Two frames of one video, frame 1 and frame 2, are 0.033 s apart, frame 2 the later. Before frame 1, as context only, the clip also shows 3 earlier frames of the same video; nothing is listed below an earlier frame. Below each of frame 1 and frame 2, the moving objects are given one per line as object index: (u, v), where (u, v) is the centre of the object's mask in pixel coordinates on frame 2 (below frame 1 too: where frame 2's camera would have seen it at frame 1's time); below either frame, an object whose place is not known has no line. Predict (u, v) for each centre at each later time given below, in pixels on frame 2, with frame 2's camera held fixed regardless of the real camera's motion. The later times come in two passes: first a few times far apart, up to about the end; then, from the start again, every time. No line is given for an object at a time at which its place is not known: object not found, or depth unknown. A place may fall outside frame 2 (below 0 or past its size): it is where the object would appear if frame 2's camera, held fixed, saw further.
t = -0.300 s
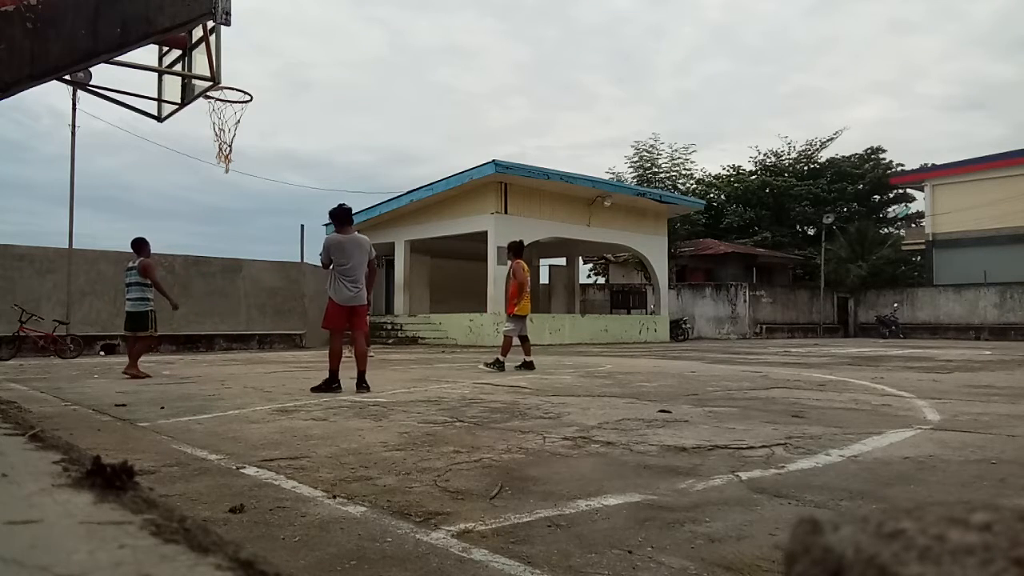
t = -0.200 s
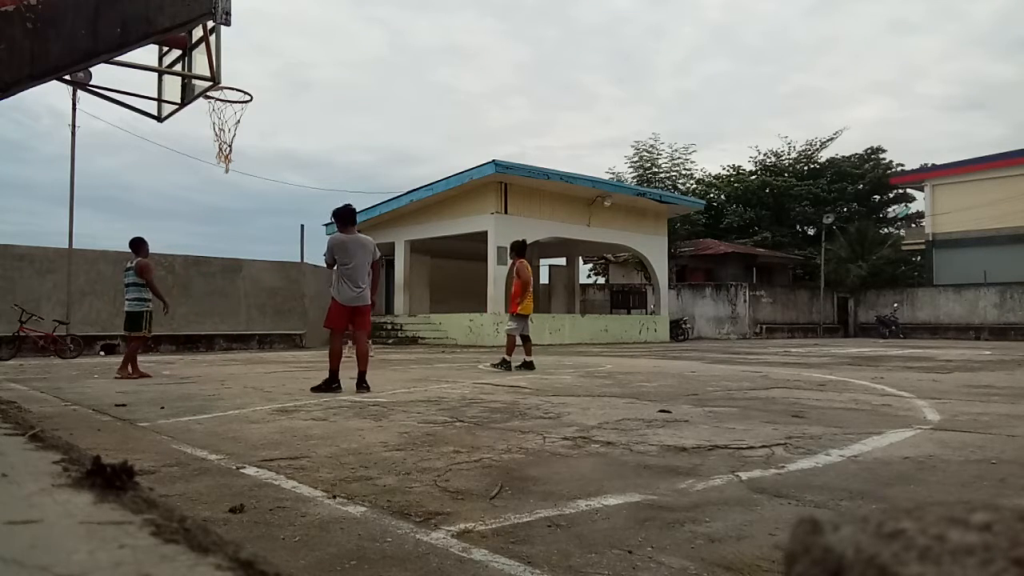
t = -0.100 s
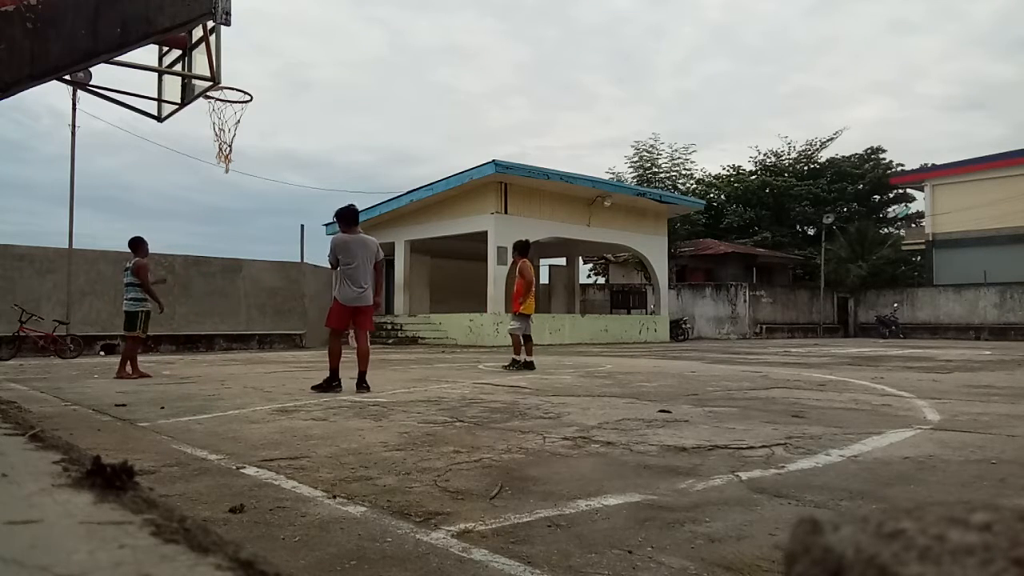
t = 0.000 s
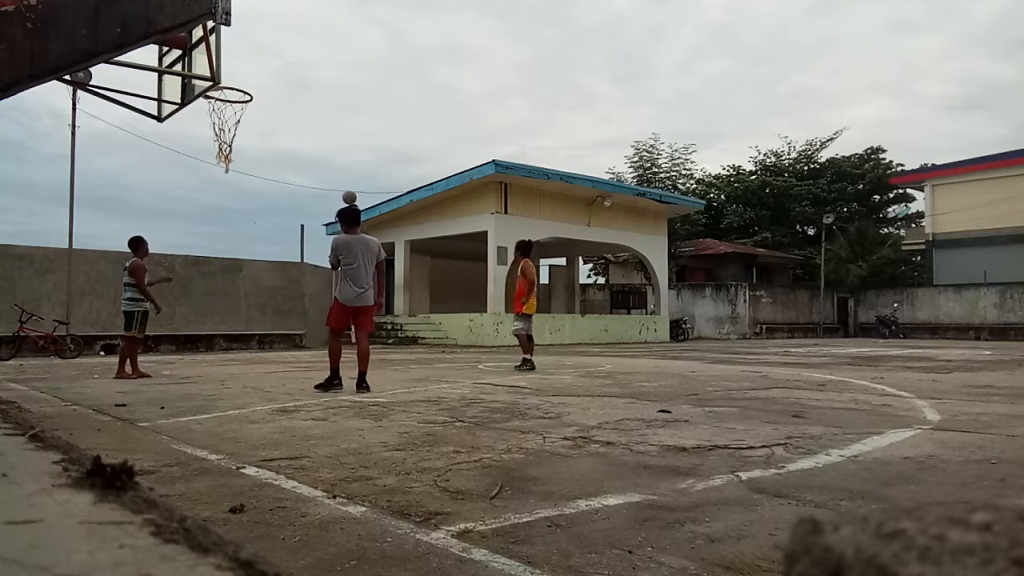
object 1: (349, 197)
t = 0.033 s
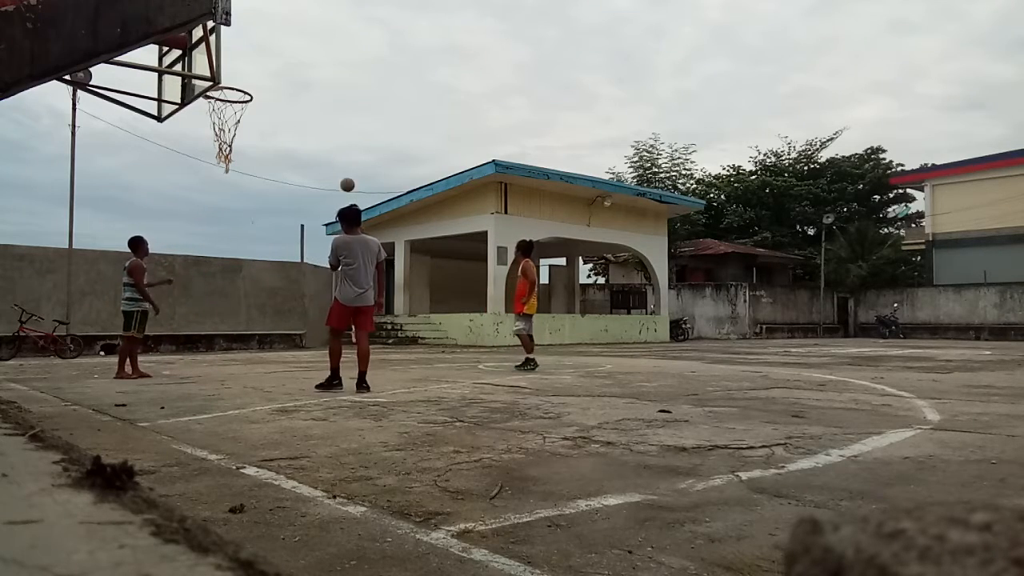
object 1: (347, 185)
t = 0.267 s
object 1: (331, 106)
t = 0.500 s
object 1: (313, 49)
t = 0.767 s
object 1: (287, 20)
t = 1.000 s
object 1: (260, 40)
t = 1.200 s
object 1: (228, 80)
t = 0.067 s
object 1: (345, 172)
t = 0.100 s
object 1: (343, 160)
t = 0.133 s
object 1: (341, 148)
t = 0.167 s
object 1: (338, 137)
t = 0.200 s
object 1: (336, 126)
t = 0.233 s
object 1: (334, 116)
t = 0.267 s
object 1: (331, 106)
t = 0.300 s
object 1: (329, 96)
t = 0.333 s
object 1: (326, 87)
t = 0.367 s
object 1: (324, 78)
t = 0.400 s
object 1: (321, 70)
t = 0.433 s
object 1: (318, 63)
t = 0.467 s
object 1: (315, 55)
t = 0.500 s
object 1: (313, 49)
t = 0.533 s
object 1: (310, 43)
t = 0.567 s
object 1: (307, 38)
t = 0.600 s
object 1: (304, 33)
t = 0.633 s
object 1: (301, 29)
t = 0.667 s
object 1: (298, 26)
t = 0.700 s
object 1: (294, 23)
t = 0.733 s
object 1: (291, 21)
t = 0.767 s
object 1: (287, 20)
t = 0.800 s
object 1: (284, 20)
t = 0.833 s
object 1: (280, 21)
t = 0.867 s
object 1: (276, 22)
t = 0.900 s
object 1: (273, 25)
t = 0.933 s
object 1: (269, 29)
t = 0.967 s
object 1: (264, 34)
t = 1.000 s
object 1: (260, 40)
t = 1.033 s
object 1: (256, 47)
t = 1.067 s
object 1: (251, 55)
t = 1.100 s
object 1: (246, 64)
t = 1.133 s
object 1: (242, 75)
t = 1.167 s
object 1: (236, 85)
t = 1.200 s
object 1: (228, 80)
